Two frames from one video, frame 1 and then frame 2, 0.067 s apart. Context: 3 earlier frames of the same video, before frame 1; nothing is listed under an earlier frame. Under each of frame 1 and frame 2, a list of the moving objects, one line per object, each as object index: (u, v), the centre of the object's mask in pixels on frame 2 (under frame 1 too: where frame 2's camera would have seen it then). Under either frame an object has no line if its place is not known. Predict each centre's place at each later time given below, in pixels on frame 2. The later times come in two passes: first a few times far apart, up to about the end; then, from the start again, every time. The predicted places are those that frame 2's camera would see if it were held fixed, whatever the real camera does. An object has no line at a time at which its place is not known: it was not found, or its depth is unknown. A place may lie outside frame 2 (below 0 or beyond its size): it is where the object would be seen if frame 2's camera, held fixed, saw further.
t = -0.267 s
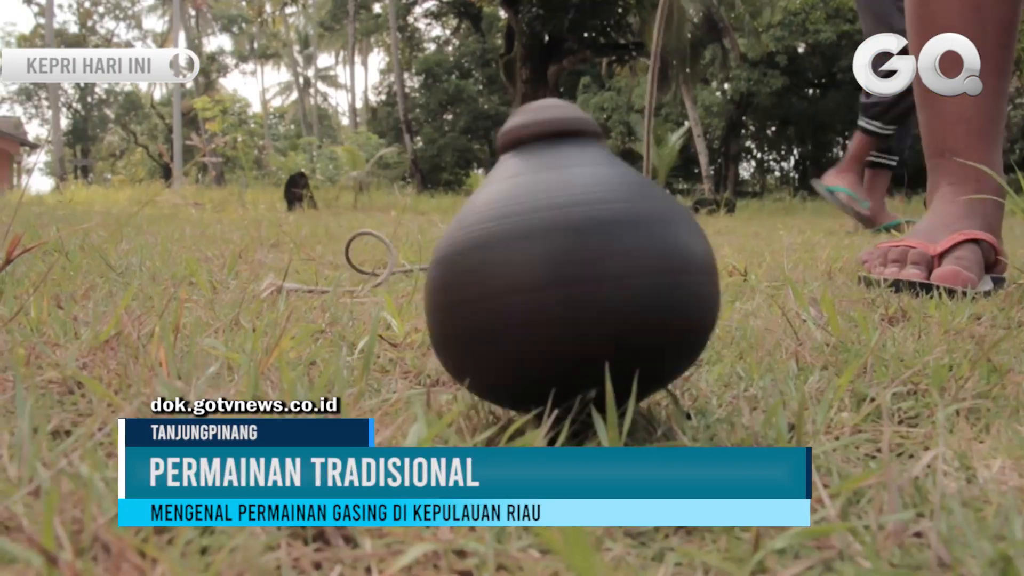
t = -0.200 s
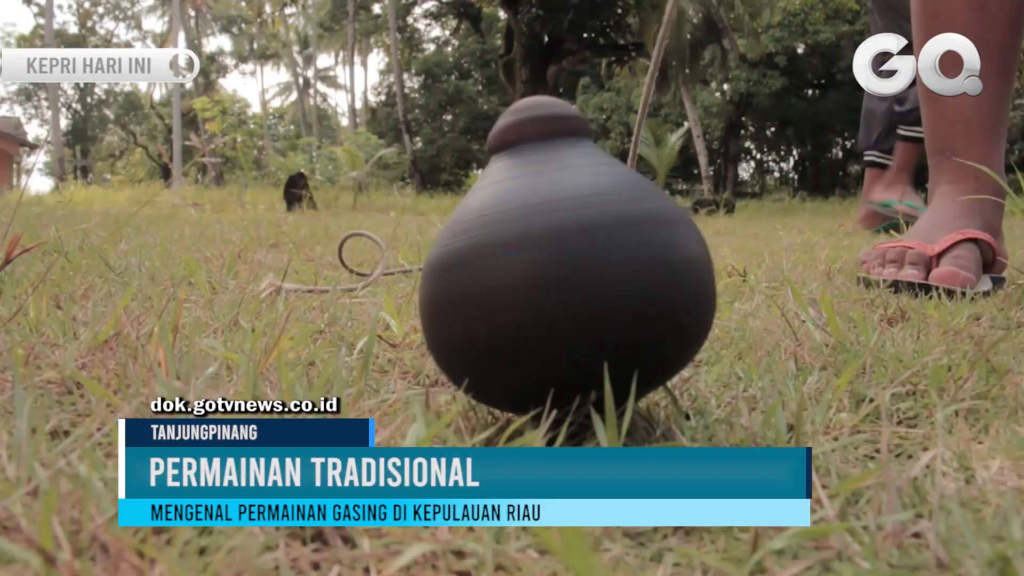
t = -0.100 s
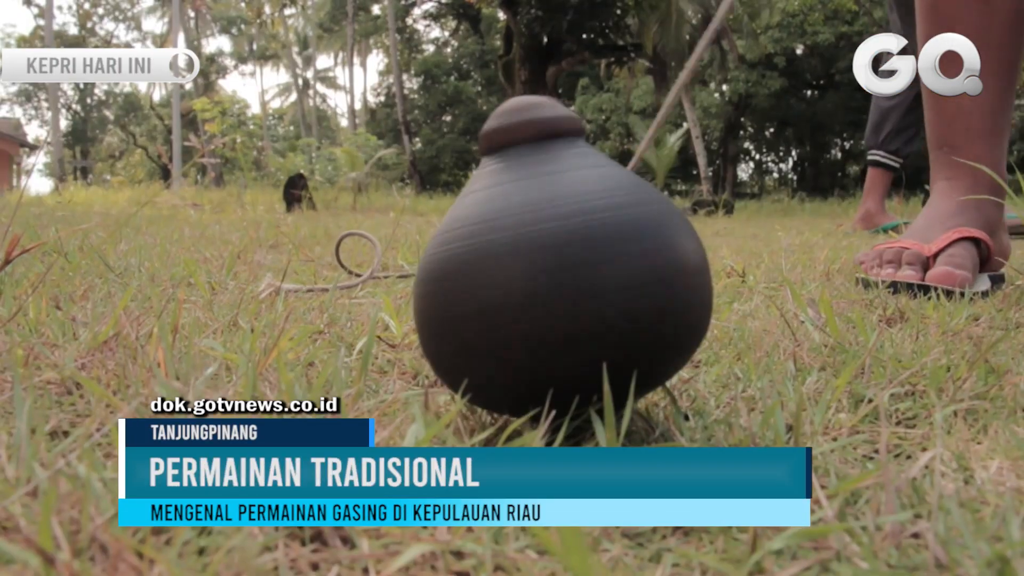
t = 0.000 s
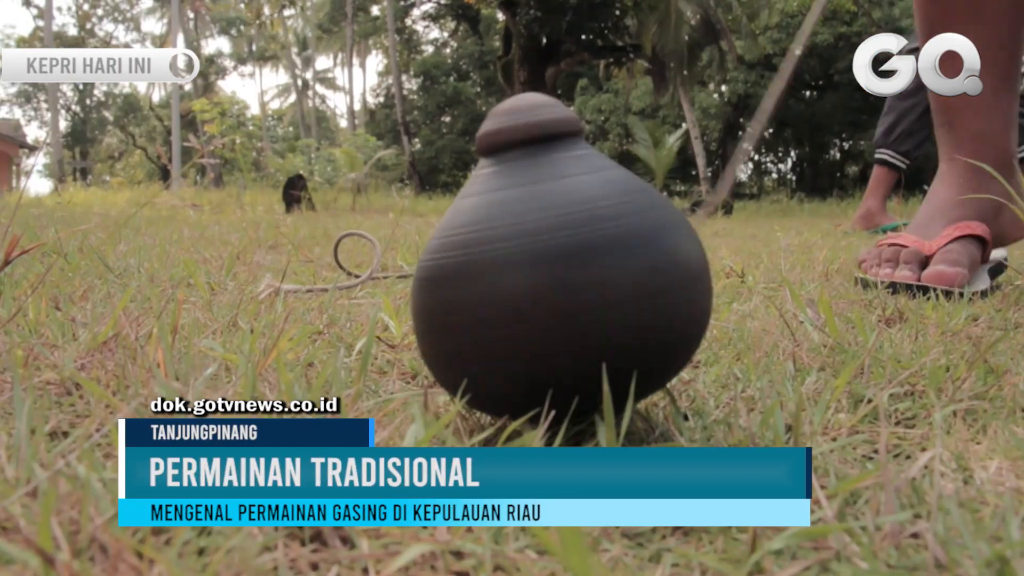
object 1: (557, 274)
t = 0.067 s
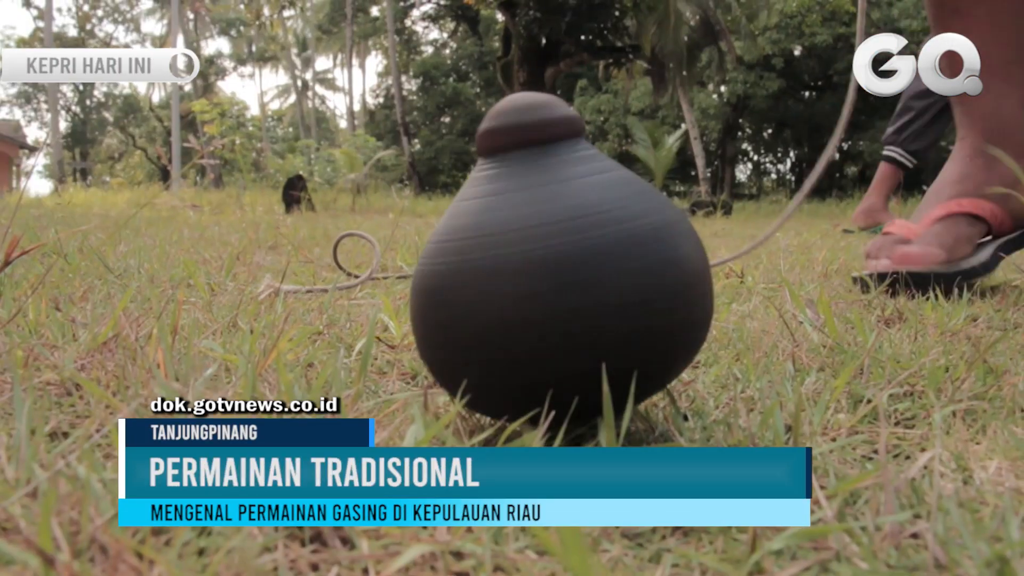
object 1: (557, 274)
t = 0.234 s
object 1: (564, 277)
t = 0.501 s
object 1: (590, 279)
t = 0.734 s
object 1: (615, 279)
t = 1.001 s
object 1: (627, 276)
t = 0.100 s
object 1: (558, 274)
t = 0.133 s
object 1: (560, 275)
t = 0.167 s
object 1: (561, 276)
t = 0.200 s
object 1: (562, 277)
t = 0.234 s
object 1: (564, 277)
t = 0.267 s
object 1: (567, 277)
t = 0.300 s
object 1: (570, 278)
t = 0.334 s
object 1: (572, 278)
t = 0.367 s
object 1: (575, 279)
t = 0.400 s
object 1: (578, 279)
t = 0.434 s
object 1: (582, 279)
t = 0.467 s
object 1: (586, 279)
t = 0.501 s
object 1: (590, 279)
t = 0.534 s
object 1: (594, 280)
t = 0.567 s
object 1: (597, 279)
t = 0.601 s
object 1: (601, 279)
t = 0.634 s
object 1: (605, 280)
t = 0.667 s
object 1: (607, 280)
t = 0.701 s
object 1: (611, 280)
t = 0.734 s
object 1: (615, 279)
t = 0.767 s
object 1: (617, 279)
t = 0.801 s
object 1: (620, 279)
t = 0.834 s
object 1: (622, 278)
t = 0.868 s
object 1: (624, 278)
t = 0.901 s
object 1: (626, 277)
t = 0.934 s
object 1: (626, 277)
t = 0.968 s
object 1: (626, 277)
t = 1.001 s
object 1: (627, 276)
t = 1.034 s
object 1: (626, 276)
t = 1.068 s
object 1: (627, 275)
